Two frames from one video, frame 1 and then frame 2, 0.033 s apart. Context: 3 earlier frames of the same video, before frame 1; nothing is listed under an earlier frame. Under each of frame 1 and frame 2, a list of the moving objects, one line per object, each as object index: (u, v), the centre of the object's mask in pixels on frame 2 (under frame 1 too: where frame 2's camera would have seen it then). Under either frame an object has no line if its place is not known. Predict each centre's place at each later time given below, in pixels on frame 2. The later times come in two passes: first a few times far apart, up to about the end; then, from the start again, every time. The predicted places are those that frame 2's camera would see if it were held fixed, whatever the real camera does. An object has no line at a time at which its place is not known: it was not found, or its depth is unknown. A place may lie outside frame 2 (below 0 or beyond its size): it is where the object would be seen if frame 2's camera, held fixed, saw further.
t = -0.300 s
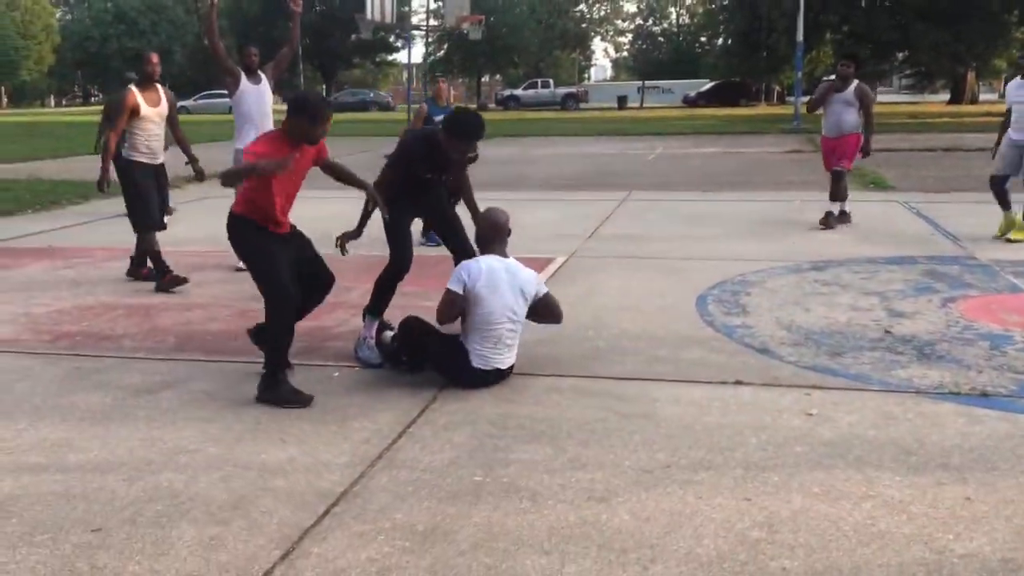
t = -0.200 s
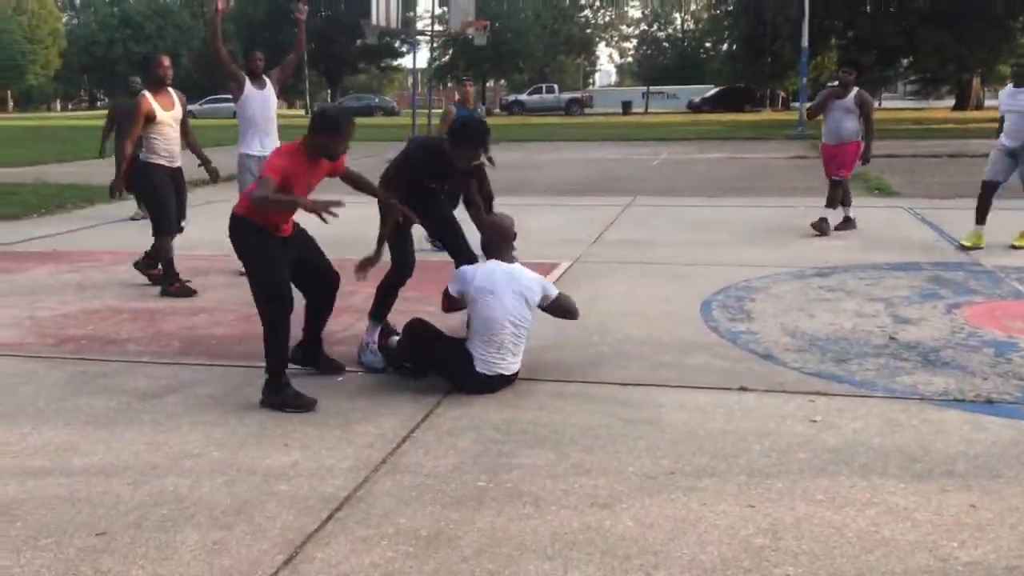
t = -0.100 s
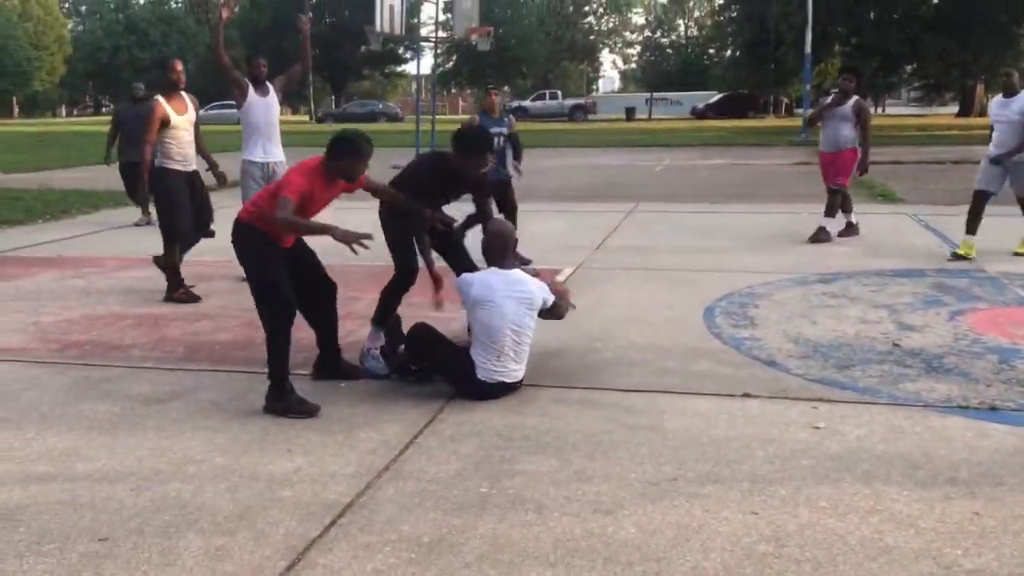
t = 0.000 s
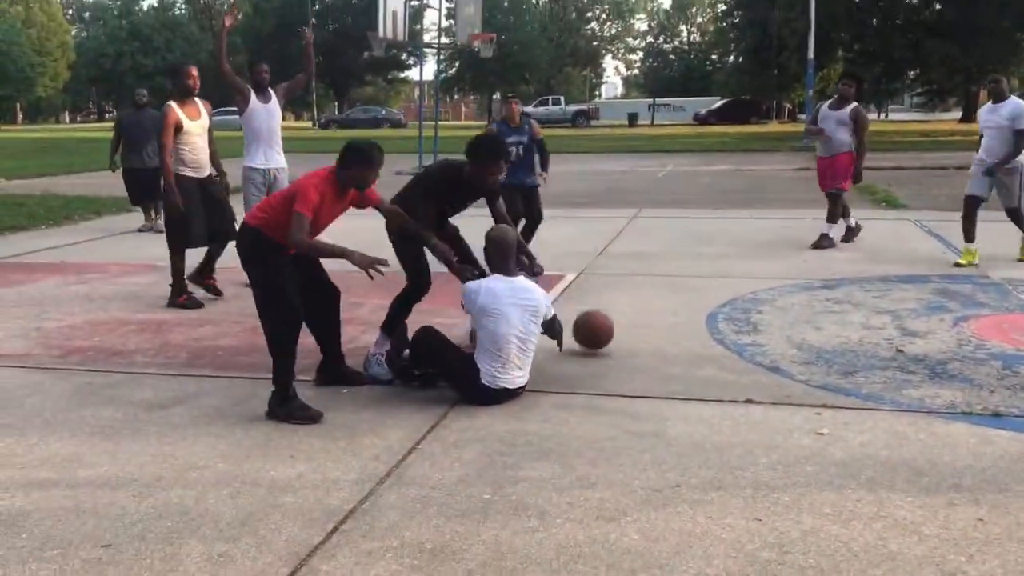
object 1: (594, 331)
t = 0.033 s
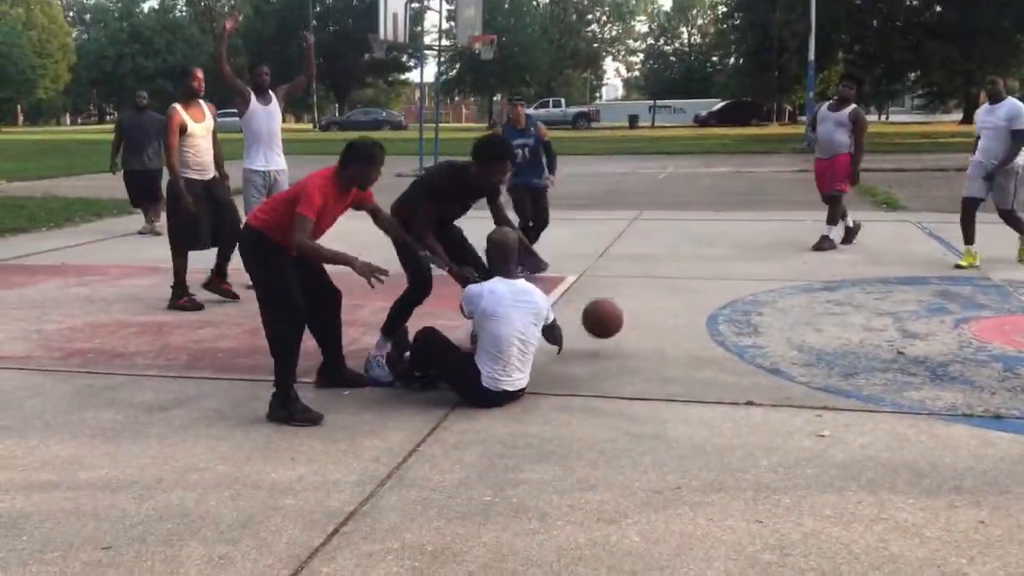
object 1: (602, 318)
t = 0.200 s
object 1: (647, 278)
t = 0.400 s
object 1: (698, 289)
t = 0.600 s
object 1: (747, 301)
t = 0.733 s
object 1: (781, 283)
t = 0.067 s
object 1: (611, 306)
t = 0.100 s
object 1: (620, 296)
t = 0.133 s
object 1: (629, 288)
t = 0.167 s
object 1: (638, 282)
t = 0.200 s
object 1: (647, 278)
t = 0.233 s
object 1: (656, 275)
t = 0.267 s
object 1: (664, 275)
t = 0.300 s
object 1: (672, 276)
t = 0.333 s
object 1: (681, 278)
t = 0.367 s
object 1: (690, 283)
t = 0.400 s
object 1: (698, 289)
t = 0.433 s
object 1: (707, 297)
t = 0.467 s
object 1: (715, 307)
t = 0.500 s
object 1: (722, 319)
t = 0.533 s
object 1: (730, 322)
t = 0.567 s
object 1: (739, 311)
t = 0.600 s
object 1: (747, 301)
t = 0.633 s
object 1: (756, 294)
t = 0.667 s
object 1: (764, 288)
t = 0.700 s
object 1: (773, 285)
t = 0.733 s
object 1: (781, 283)
